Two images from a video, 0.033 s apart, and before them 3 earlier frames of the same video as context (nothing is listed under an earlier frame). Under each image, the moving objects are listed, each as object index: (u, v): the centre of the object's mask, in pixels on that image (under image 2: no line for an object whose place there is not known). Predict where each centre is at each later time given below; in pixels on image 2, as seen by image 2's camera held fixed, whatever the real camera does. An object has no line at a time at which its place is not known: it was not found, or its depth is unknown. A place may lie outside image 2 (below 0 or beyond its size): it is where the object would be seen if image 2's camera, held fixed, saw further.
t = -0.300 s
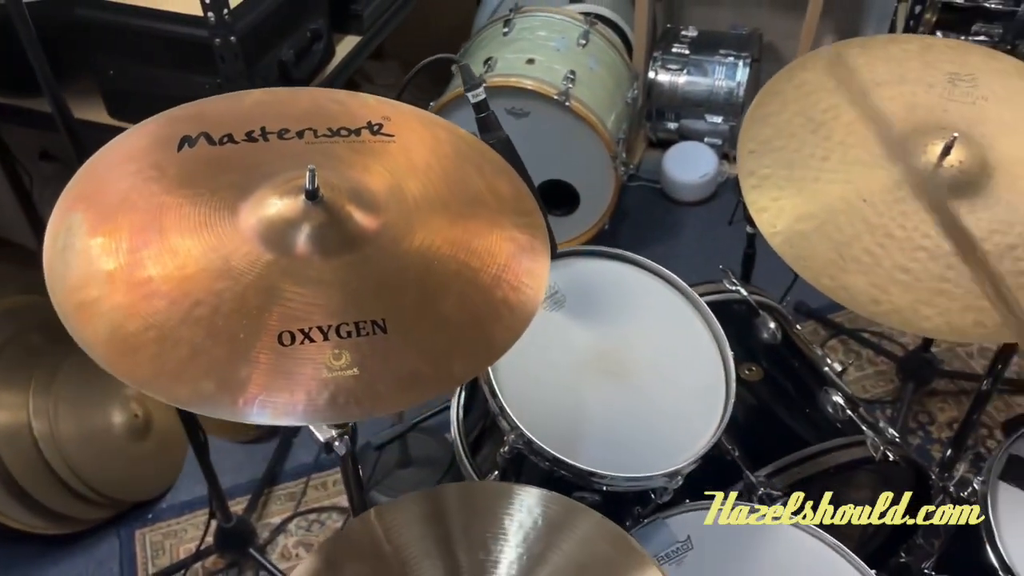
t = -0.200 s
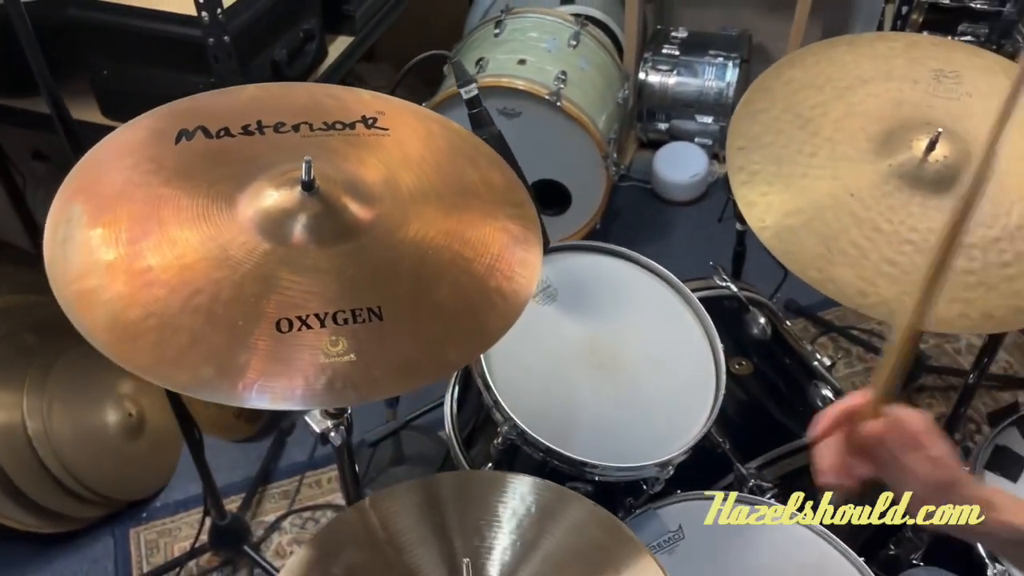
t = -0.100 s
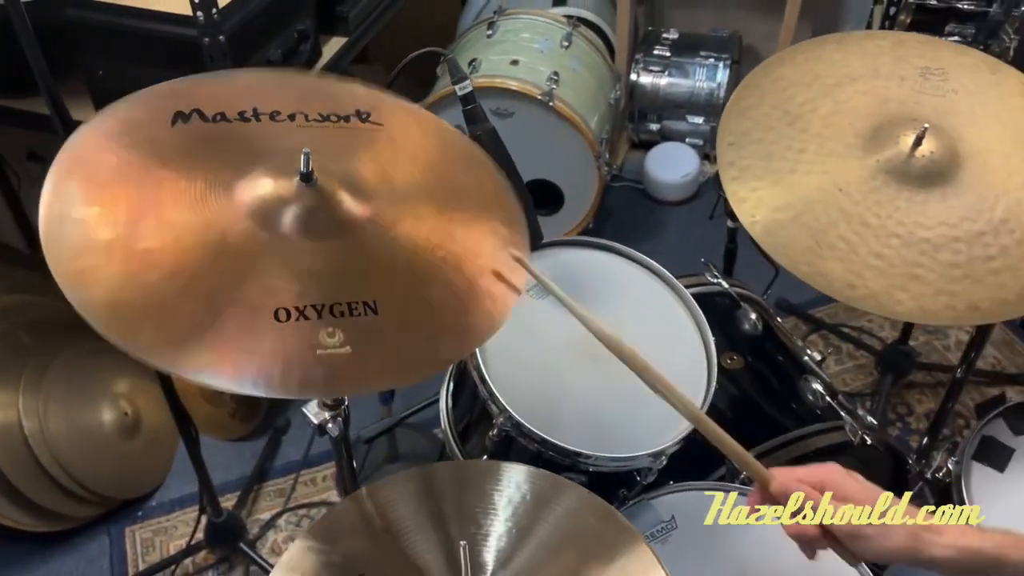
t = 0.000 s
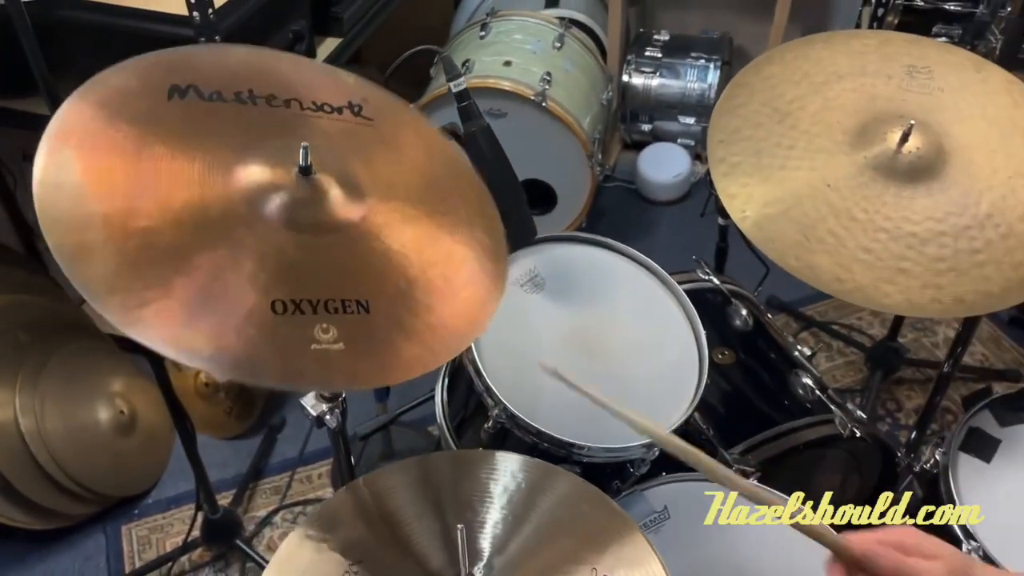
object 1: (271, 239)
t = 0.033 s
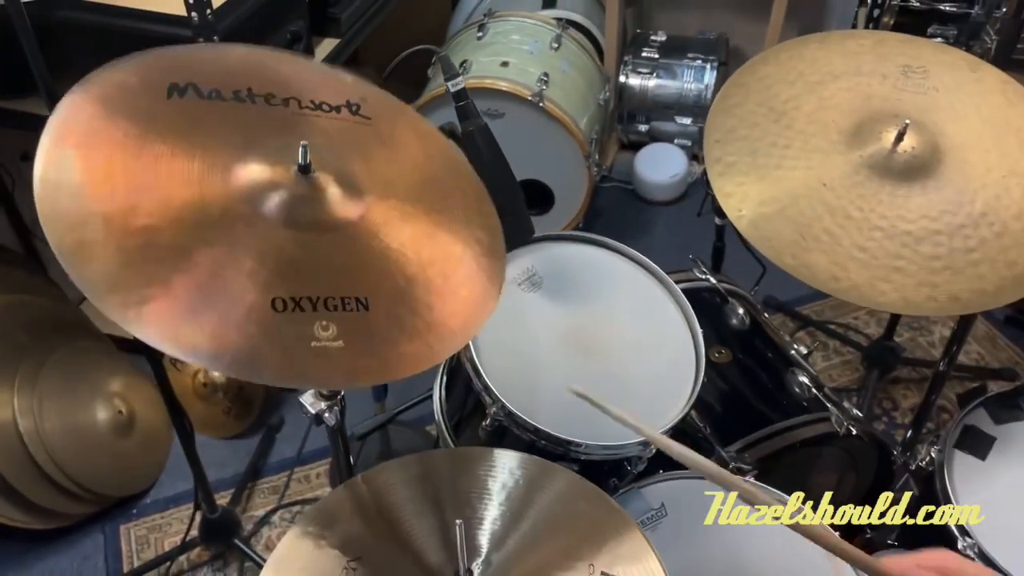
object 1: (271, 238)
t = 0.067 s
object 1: (273, 238)
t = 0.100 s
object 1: (275, 238)
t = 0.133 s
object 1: (280, 240)
